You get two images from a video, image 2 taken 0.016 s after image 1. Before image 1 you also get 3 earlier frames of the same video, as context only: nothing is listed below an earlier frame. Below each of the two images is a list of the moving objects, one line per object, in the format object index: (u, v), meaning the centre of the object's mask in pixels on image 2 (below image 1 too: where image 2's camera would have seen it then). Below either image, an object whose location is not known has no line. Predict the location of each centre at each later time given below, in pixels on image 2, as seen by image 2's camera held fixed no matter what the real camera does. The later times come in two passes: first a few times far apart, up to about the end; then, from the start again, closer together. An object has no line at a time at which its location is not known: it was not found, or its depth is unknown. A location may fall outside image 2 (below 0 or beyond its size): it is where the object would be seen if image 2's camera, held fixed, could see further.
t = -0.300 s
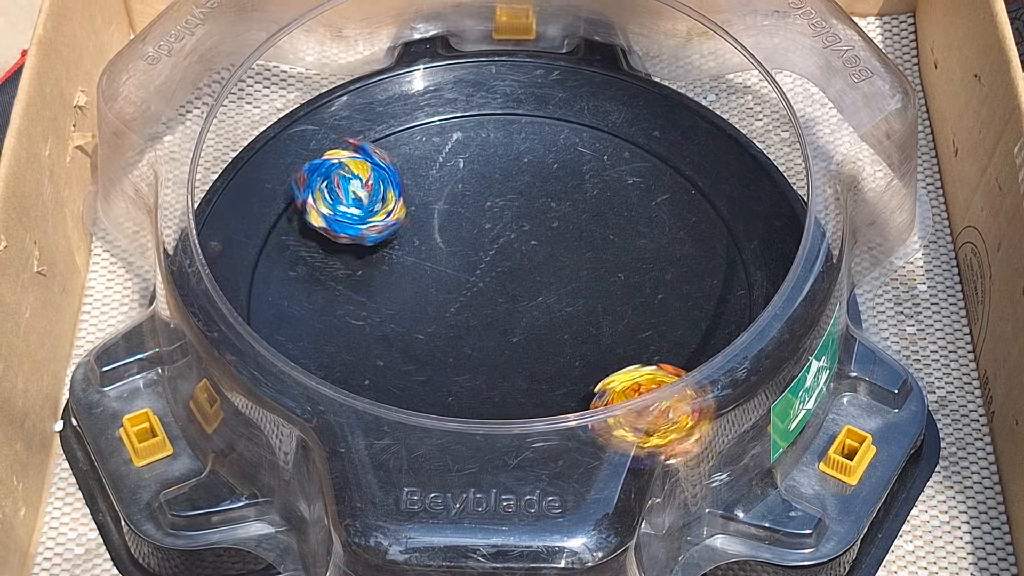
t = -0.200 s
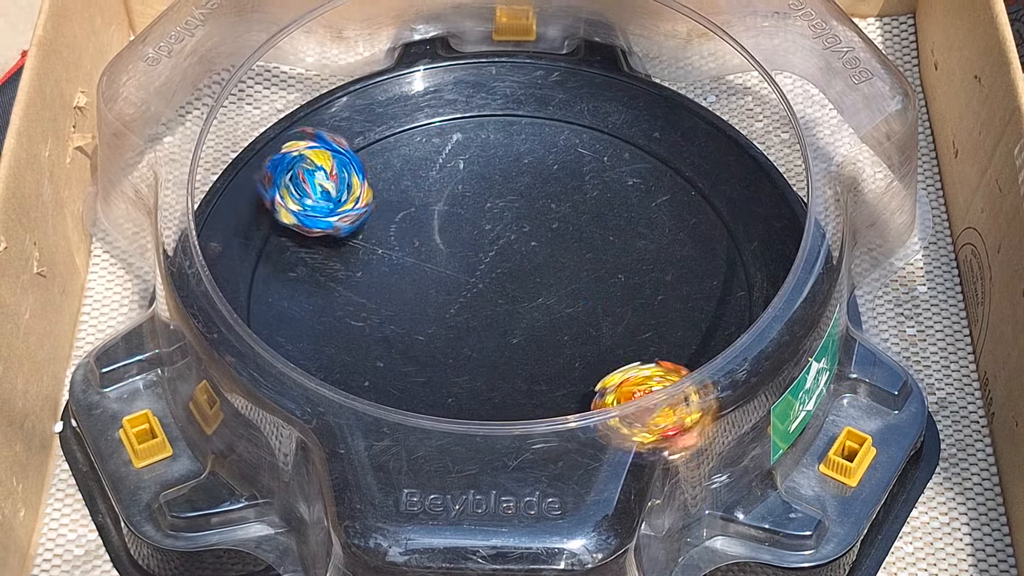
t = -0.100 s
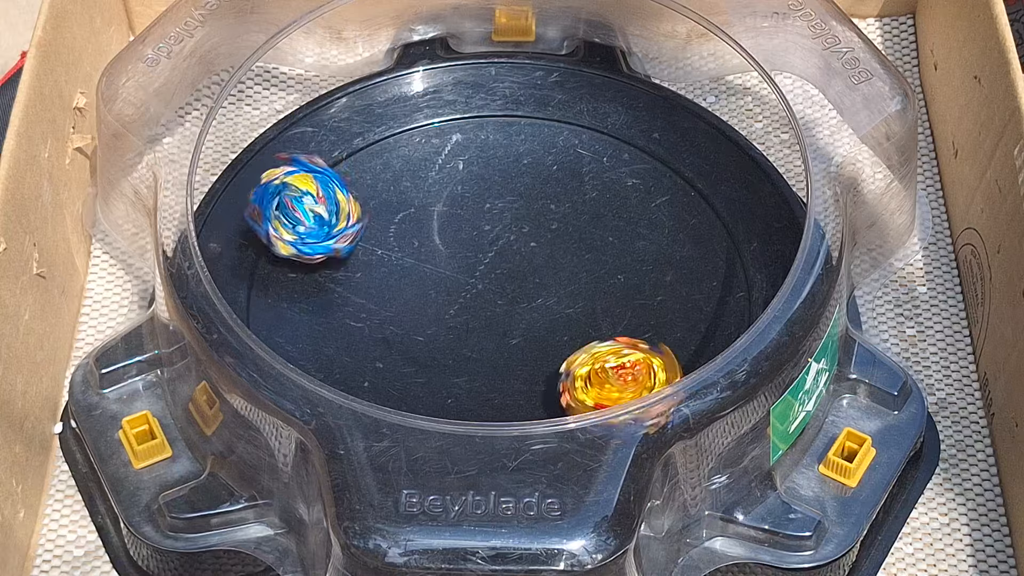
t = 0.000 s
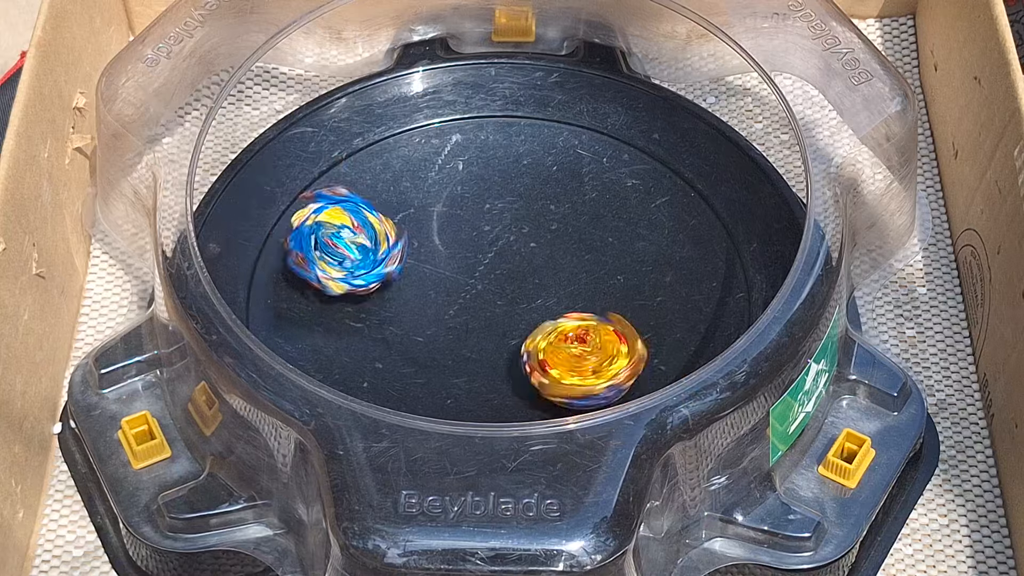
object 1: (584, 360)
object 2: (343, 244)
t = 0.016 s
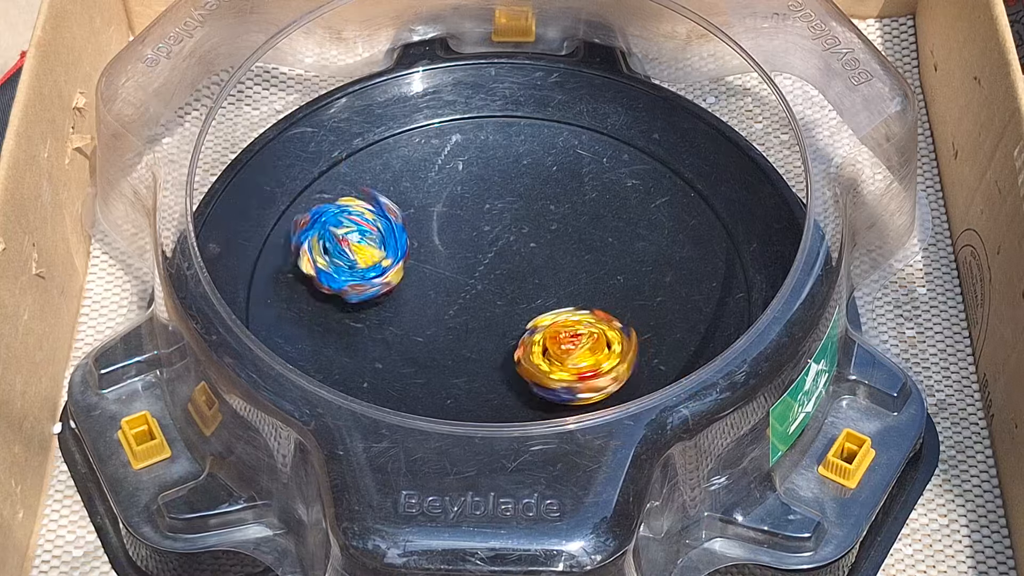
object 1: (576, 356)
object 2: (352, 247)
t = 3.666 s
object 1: (504, 327)
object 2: (476, 214)
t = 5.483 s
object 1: (485, 261)
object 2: (400, 342)
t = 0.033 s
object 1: (571, 351)
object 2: (362, 249)
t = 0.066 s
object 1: (557, 342)
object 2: (383, 253)
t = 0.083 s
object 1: (551, 338)
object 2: (393, 255)
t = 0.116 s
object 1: (538, 330)
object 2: (414, 257)
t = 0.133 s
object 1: (531, 326)
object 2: (425, 256)
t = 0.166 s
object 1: (539, 333)
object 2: (435, 243)
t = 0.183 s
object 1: (547, 345)
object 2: (435, 233)
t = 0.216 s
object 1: (564, 362)
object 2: (441, 218)
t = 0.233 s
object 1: (570, 368)
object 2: (446, 212)
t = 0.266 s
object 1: (578, 375)
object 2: (456, 201)
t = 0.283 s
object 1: (579, 377)
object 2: (459, 195)
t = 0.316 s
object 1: (579, 379)
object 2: (465, 184)
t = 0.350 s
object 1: (579, 380)
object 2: (470, 173)
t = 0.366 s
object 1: (577, 381)
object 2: (473, 167)
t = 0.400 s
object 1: (573, 379)
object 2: (476, 156)
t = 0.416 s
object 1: (570, 378)
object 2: (476, 152)
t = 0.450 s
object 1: (564, 376)
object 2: (476, 143)
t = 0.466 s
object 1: (561, 375)
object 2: (476, 140)
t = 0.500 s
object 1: (554, 373)
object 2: (473, 134)
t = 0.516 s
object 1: (550, 370)
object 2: (471, 134)
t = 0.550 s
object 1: (542, 364)
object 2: (466, 135)
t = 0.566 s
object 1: (540, 361)
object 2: (464, 138)
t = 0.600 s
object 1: (531, 355)
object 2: (461, 147)
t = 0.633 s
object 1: (524, 348)
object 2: (462, 158)
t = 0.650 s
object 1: (520, 345)
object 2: (464, 164)
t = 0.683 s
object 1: (515, 338)
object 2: (470, 176)
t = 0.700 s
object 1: (512, 335)
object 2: (474, 183)
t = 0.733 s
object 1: (505, 329)
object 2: (484, 194)
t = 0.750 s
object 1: (503, 326)
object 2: (487, 200)
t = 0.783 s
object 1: (498, 320)
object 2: (498, 211)
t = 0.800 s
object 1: (497, 317)
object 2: (504, 215)
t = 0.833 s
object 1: (484, 327)
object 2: (528, 206)
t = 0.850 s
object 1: (474, 338)
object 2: (542, 196)
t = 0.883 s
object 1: (457, 355)
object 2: (565, 184)
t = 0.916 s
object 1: (445, 367)
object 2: (579, 177)
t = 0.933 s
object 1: (439, 371)
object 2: (583, 173)
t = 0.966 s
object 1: (434, 374)
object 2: (590, 166)
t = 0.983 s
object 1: (432, 374)
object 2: (593, 162)
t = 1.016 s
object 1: (430, 374)
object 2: (599, 154)
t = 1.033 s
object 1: (429, 373)
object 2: (602, 150)
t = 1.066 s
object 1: (430, 372)
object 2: (604, 142)
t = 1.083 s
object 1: (430, 371)
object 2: (605, 139)
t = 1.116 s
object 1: (432, 367)
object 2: (604, 133)
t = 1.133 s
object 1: (433, 365)
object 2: (602, 132)
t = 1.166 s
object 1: (436, 360)
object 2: (595, 132)
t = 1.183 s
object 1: (437, 358)
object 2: (590, 135)
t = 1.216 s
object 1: (440, 352)
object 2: (582, 144)
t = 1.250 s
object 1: (442, 347)
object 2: (576, 154)
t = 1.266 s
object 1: (444, 345)
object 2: (574, 161)
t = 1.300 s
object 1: (446, 339)
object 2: (572, 175)
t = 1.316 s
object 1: (448, 336)
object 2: (570, 181)
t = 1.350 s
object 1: (450, 331)
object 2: (569, 196)
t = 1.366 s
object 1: (452, 328)
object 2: (569, 202)
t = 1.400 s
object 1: (455, 322)
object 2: (569, 217)
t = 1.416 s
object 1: (456, 320)
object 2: (569, 224)
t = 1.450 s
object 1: (459, 314)
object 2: (569, 238)
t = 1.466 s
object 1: (460, 311)
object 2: (570, 245)
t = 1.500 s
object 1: (453, 308)
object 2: (579, 257)
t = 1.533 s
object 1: (431, 309)
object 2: (596, 264)
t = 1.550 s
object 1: (423, 309)
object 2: (602, 267)
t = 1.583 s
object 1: (412, 308)
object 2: (612, 276)
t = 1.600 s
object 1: (408, 306)
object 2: (617, 281)
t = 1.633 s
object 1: (406, 304)
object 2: (626, 289)
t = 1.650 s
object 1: (404, 303)
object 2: (630, 294)
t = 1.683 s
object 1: (406, 301)
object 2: (638, 301)
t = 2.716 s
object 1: (513, 269)
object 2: (390, 356)
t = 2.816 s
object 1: (523, 269)
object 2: (357, 340)
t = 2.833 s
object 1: (524, 271)
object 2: (352, 336)
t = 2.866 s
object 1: (527, 271)
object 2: (344, 330)
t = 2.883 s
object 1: (528, 273)
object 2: (340, 325)
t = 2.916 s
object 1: (530, 274)
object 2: (332, 318)
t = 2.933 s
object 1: (533, 276)
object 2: (329, 315)
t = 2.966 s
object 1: (534, 277)
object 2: (323, 308)
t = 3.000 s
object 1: (536, 279)
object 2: (319, 301)
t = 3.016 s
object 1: (536, 281)
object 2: (317, 298)
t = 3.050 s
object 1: (537, 284)
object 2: (314, 292)
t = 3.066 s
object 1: (537, 287)
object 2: (314, 289)
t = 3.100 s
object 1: (538, 290)
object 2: (314, 284)
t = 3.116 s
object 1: (540, 293)
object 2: (316, 282)
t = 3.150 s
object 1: (540, 296)
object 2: (319, 277)
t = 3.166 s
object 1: (541, 297)
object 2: (322, 275)
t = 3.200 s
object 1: (539, 301)
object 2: (329, 270)
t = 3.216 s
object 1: (540, 302)
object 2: (332, 267)
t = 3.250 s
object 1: (539, 307)
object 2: (339, 261)
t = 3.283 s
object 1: (538, 310)
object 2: (347, 256)
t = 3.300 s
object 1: (539, 312)
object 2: (351, 253)
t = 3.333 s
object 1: (536, 315)
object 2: (361, 248)
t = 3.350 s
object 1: (536, 315)
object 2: (366, 246)
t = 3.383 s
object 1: (533, 319)
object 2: (376, 242)
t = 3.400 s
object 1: (532, 320)
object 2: (382, 240)
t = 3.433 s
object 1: (530, 322)
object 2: (393, 237)
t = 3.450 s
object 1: (528, 322)
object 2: (399, 235)
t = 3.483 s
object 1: (525, 322)
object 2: (410, 232)
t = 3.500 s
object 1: (522, 323)
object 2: (417, 230)
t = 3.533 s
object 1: (519, 324)
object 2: (428, 227)
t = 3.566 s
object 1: (516, 325)
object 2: (440, 224)
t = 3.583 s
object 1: (514, 324)
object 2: (446, 221)
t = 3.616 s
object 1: (511, 325)
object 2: (459, 219)
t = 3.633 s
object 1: (508, 326)
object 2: (465, 216)
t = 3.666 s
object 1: (504, 327)
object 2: (476, 214)
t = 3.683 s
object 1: (502, 328)
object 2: (482, 211)
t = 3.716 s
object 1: (500, 328)
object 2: (493, 208)
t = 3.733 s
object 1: (497, 329)
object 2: (498, 206)
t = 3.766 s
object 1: (494, 330)
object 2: (509, 203)
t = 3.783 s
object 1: (493, 331)
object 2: (514, 201)
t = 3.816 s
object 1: (490, 332)
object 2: (524, 199)
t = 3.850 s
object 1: (488, 332)
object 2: (535, 197)
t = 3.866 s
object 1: (486, 332)
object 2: (539, 196)
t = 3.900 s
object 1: (484, 332)
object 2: (549, 195)
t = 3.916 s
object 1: (484, 331)
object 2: (553, 194)
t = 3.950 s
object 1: (483, 329)
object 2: (561, 194)
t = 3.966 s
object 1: (483, 328)
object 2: (565, 194)
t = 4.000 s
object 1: (480, 327)
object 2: (573, 195)
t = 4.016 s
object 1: (479, 326)
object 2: (576, 197)
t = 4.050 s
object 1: (478, 324)
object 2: (583, 199)
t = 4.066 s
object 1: (477, 323)
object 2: (585, 202)
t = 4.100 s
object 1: (474, 322)
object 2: (590, 206)
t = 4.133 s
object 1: (470, 320)
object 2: (593, 212)
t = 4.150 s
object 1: (469, 320)
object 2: (596, 215)
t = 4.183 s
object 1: (467, 319)
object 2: (598, 222)
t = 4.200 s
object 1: (464, 319)
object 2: (600, 226)
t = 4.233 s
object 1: (461, 317)
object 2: (601, 234)
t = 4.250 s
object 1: (459, 317)
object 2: (602, 238)
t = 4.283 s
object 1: (457, 316)
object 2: (602, 246)
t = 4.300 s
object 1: (455, 315)
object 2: (603, 251)
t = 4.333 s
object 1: (451, 314)
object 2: (602, 260)
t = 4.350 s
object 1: (451, 313)
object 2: (602, 264)
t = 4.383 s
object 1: (450, 311)
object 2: (600, 274)
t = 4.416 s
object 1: (450, 311)
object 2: (598, 283)
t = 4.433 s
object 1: (450, 310)
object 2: (596, 288)
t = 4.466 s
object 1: (451, 309)
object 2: (594, 297)
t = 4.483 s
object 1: (453, 308)
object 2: (592, 301)
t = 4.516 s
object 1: (452, 307)
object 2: (590, 310)
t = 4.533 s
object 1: (453, 306)
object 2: (587, 314)
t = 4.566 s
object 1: (454, 304)
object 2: (584, 322)
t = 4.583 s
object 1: (455, 303)
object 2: (582, 326)
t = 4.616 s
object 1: (454, 300)
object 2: (578, 334)
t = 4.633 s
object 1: (454, 298)
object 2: (575, 338)
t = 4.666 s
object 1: (456, 296)
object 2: (571, 345)
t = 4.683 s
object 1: (455, 295)
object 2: (569, 348)
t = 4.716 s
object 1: (455, 292)
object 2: (564, 355)
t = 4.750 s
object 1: (457, 290)
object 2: (559, 361)
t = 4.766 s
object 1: (456, 289)
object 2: (555, 365)
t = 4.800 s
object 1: (456, 286)
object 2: (548, 370)
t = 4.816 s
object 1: (457, 286)
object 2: (544, 373)
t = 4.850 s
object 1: (457, 283)
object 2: (535, 376)
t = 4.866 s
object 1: (457, 283)
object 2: (531, 378)
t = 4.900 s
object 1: (457, 281)
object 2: (521, 381)
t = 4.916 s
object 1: (458, 280)
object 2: (517, 382)
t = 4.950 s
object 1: (458, 278)
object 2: (508, 384)
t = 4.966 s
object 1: (457, 276)
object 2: (504, 385)
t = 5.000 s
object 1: (460, 274)
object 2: (495, 386)
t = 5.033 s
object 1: (460, 273)
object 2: (487, 387)
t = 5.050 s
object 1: (459, 271)
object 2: (483, 388)
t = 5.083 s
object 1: (462, 270)
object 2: (476, 388)
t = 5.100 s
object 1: (462, 270)
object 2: (472, 388)
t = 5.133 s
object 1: (462, 267)
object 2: (464, 387)
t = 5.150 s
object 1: (464, 268)
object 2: (460, 386)
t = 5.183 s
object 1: (466, 266)
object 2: (453, 384)
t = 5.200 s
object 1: (467, 266)
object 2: (449, 383)
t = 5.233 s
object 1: (469, 265)
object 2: (441, 380)
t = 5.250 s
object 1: (471, 264)
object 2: (439, 379)
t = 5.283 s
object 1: (472, 263)
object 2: (432, 376)
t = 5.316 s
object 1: (474, 264)
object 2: (426, 372)
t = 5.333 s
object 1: (476, 262)
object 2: (422, 370)
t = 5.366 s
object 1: (477, 261)
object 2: (417, 364)
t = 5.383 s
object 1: (477, 261)
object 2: (414, 361)
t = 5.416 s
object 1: (480, 261)
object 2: (408, 355)
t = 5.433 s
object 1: (480, 261)
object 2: (406, 352)
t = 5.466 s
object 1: (482, 260)
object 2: (402, 346)
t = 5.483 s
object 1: (485, 261)
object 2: (400, 342)
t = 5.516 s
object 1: (485, 260)
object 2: (397, 335)
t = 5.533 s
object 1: (487, 259)
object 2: (396, 331)
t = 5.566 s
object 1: (490, 260)
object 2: (393, 323)
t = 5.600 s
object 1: (491, 260)
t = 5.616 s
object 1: (494, 259)
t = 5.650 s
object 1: (498, 258)
